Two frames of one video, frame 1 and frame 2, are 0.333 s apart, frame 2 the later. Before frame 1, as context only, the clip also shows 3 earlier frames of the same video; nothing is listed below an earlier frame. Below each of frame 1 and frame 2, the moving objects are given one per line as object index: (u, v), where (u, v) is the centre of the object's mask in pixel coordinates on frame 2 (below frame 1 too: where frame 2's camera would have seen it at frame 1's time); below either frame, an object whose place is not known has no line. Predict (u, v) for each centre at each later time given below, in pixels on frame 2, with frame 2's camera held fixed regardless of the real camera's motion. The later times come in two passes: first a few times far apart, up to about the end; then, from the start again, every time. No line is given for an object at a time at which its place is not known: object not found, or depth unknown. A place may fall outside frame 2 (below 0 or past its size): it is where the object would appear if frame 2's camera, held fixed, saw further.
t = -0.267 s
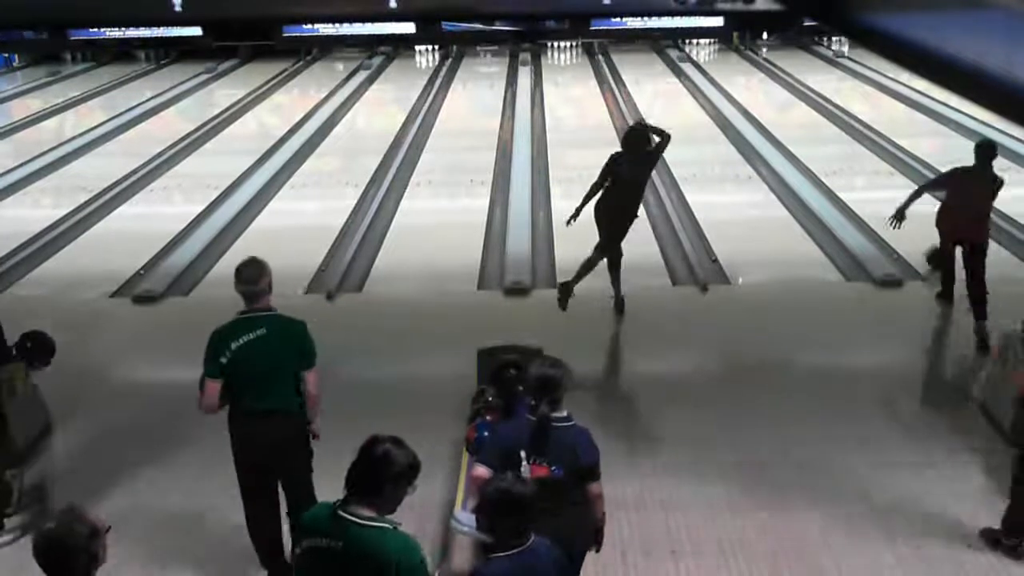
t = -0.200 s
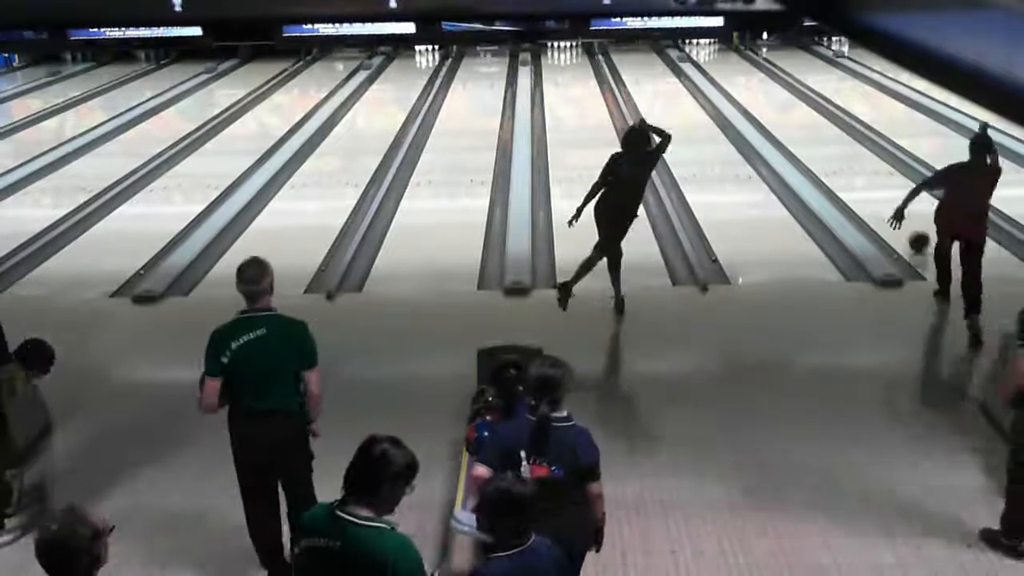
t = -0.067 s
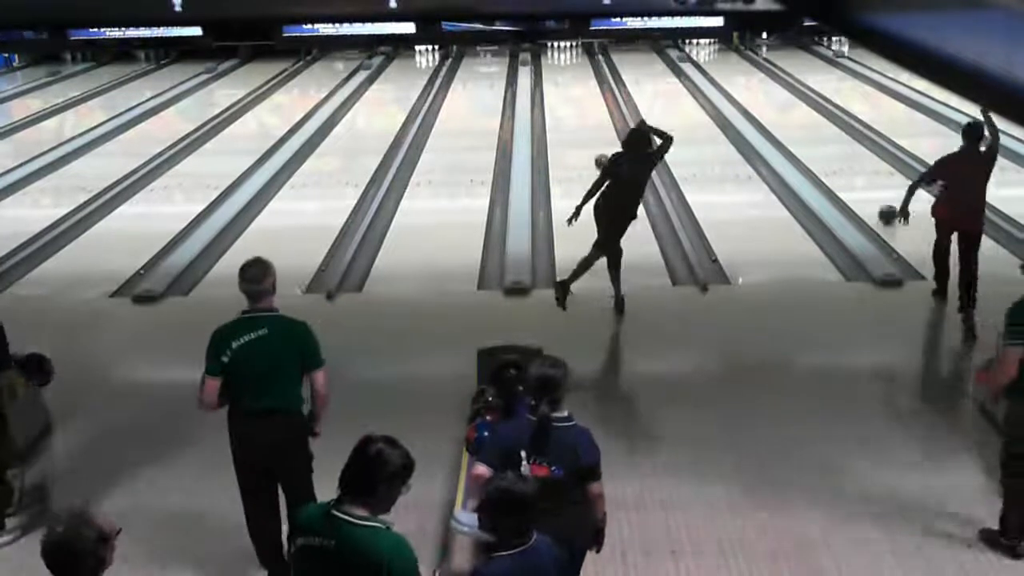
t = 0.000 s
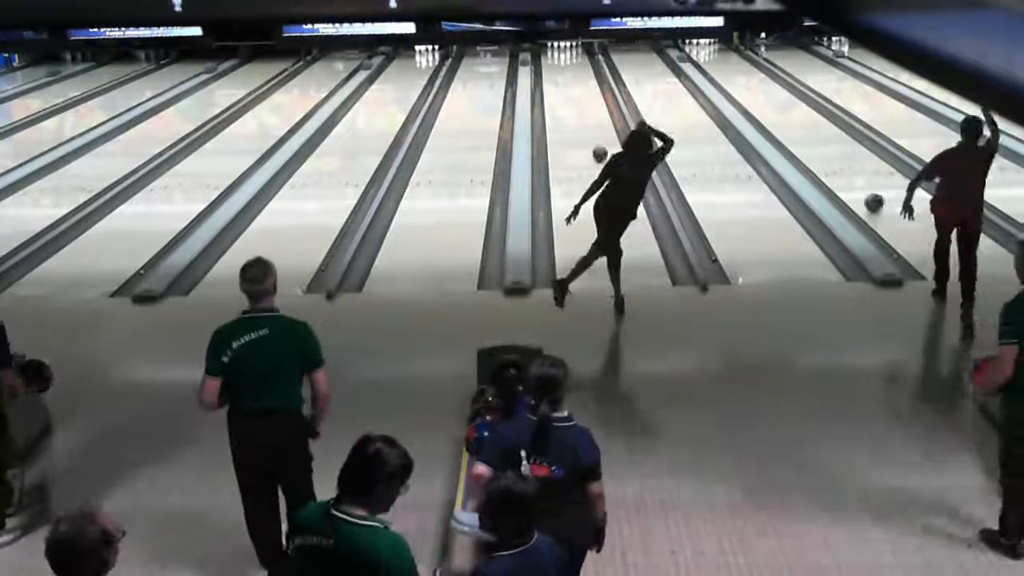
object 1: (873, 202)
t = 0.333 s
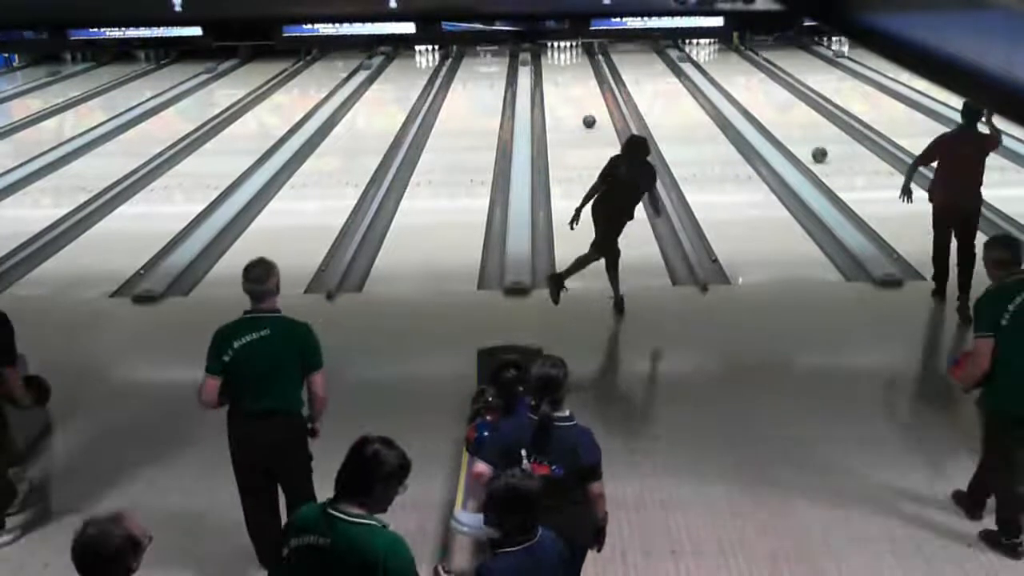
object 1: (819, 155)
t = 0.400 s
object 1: (809, 147)
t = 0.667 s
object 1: (780, 120)
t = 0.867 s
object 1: (761, 104)
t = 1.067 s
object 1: (745, 89)
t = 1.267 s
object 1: (732, 77)
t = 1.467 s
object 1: (721, 68)
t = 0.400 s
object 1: (809, 147)
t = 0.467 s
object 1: (801, 139)
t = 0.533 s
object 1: (794, 133)
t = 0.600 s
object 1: (787, 126)
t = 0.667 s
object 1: (780, 120)
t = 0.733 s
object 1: (773, 114)
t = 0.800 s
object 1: (767, 109)
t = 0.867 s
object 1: (761, 104)
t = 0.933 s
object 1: (756, 99)
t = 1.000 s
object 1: (750, 94)
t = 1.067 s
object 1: (745, 89)
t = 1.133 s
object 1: (741, 86)
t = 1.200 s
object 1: (736, 81)
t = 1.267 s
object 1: (732, 77)
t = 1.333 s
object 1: (728, 74)
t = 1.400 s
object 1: (724, 71)
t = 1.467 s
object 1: (721, 68)
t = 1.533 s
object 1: (717, 63)
